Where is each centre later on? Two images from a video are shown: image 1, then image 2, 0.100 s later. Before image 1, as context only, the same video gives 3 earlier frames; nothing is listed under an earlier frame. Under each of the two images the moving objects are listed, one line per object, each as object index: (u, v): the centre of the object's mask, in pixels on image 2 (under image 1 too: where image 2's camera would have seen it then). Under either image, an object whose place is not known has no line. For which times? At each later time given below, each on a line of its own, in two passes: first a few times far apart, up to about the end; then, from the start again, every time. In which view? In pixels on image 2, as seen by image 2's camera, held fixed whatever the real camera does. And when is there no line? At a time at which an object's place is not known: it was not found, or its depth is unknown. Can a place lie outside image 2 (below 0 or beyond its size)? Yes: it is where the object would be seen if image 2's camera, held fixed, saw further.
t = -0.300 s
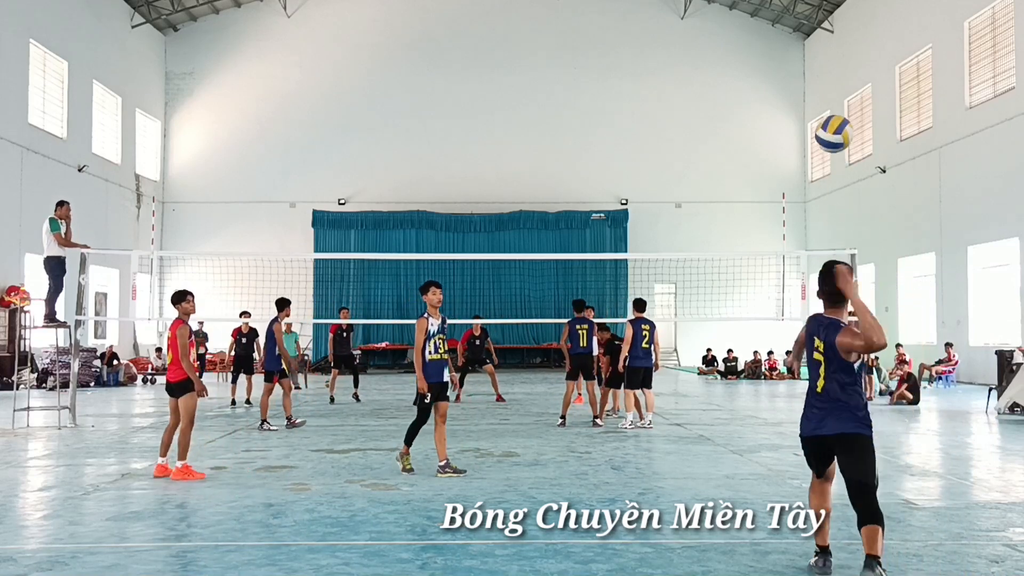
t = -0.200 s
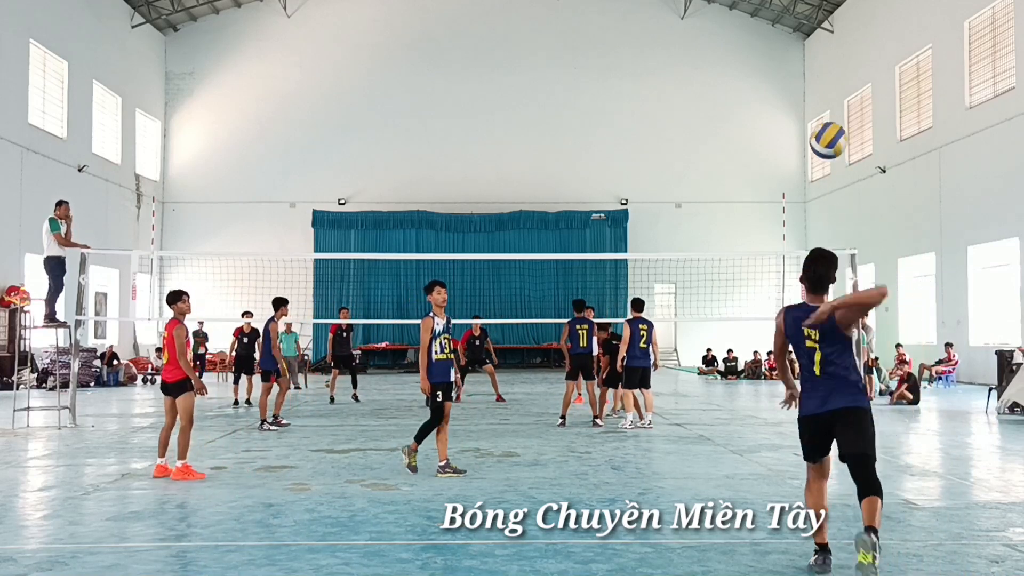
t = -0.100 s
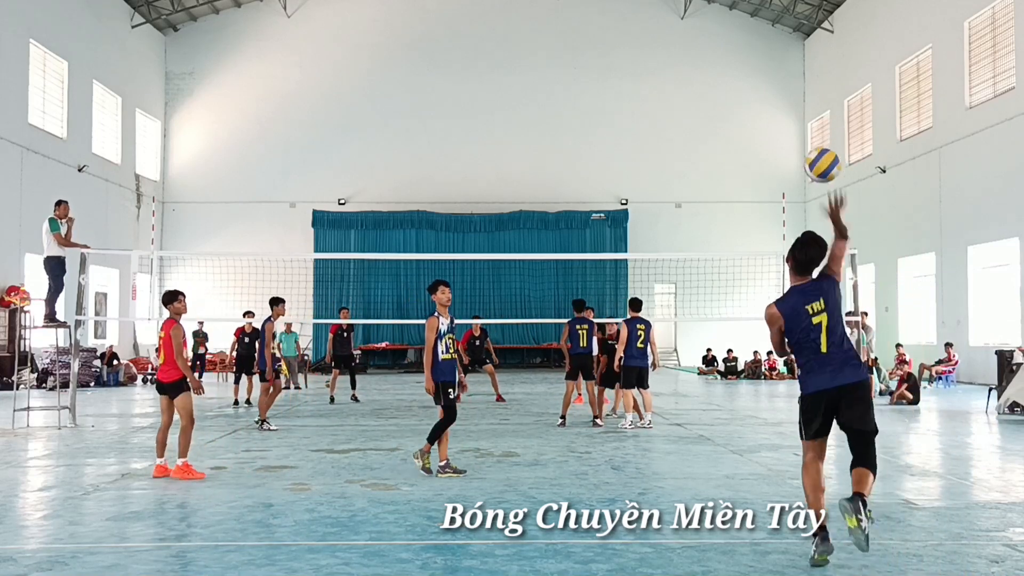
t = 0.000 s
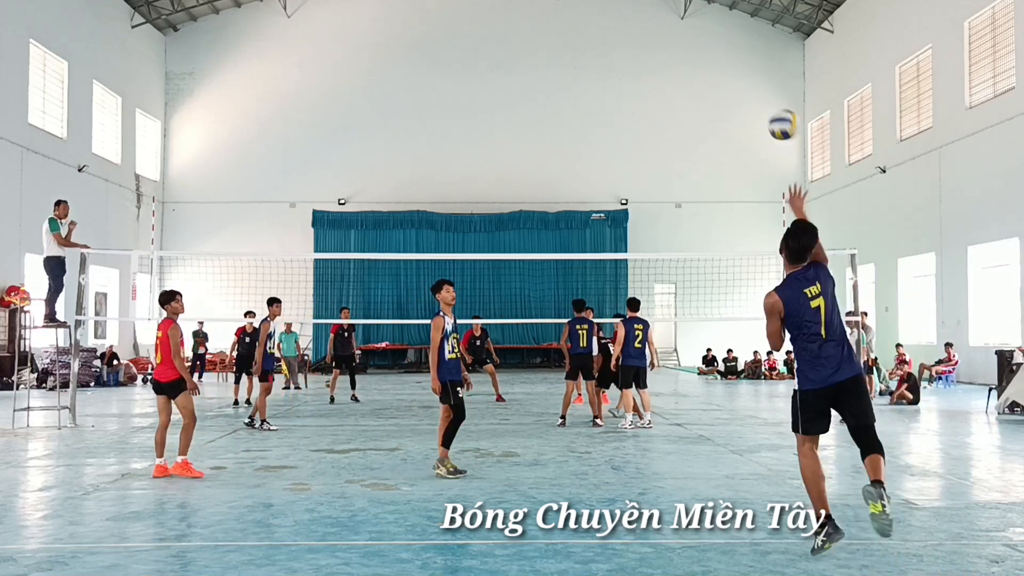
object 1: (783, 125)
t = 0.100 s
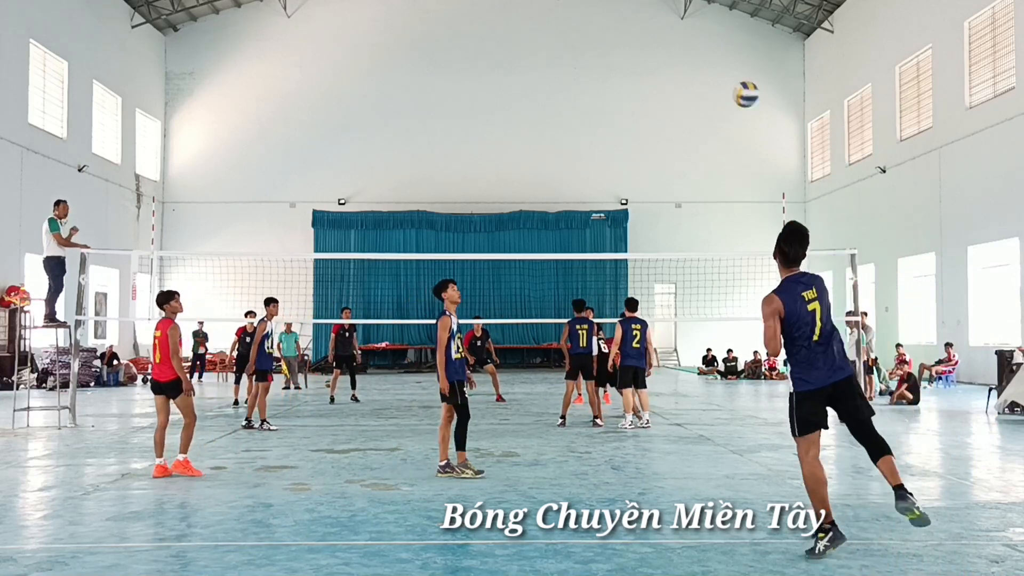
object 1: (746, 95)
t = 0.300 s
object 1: (692, 86)
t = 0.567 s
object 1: (643, 130)
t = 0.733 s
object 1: (619, 172)
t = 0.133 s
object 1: (735, 89)
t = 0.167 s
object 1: (725, 85)
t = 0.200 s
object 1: (716, 84)
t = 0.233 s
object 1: (707, 83)
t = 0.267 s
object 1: (699, 84)
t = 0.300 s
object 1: (692, 86)
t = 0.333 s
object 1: (684, 89)
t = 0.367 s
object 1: (678, 93)
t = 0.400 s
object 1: (671, 98)
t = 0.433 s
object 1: (665, 103)
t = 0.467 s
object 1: (659, 109)
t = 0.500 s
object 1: (653, 115)
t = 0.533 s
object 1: (648, 122)
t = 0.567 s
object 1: (643, 130)
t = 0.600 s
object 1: (638, 137)
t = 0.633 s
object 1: (633, 146)
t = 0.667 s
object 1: (628, 154)
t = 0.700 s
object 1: (624, 163)
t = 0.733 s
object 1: (619, 172)
